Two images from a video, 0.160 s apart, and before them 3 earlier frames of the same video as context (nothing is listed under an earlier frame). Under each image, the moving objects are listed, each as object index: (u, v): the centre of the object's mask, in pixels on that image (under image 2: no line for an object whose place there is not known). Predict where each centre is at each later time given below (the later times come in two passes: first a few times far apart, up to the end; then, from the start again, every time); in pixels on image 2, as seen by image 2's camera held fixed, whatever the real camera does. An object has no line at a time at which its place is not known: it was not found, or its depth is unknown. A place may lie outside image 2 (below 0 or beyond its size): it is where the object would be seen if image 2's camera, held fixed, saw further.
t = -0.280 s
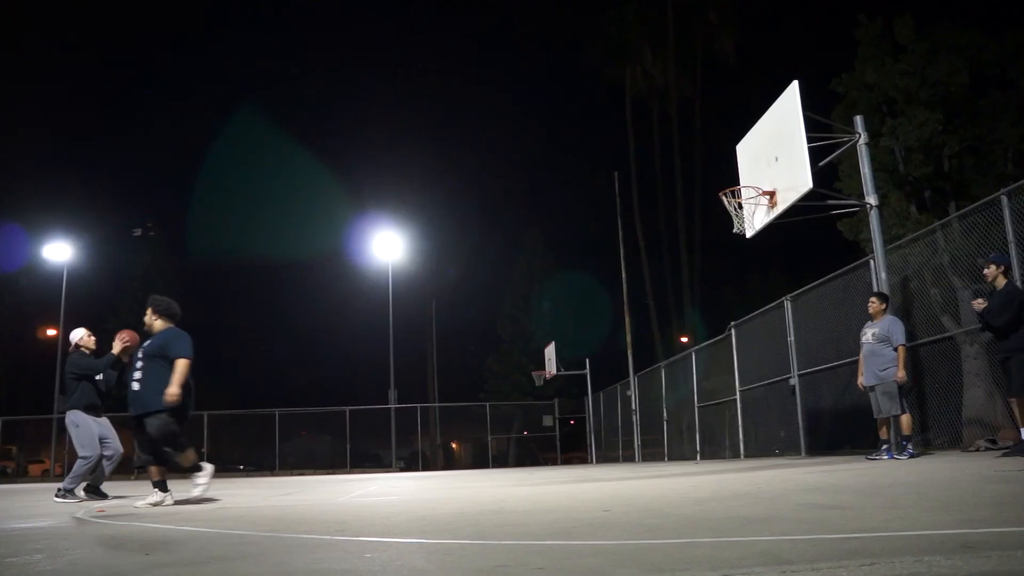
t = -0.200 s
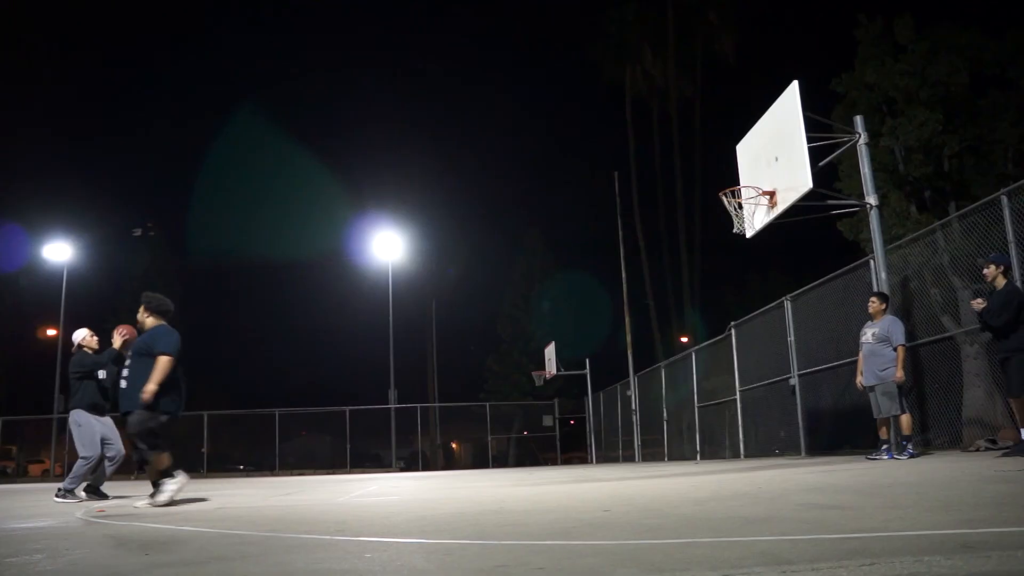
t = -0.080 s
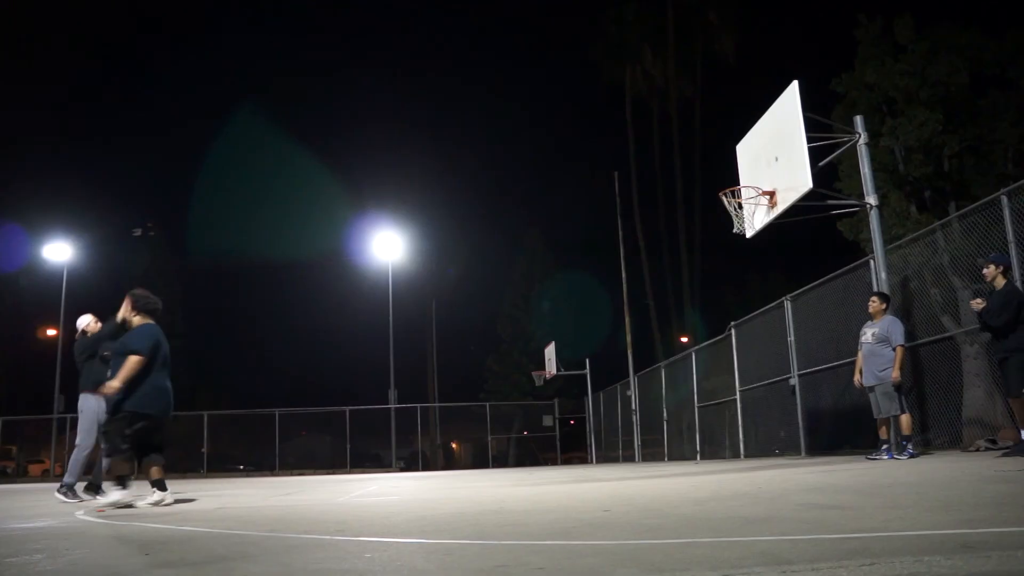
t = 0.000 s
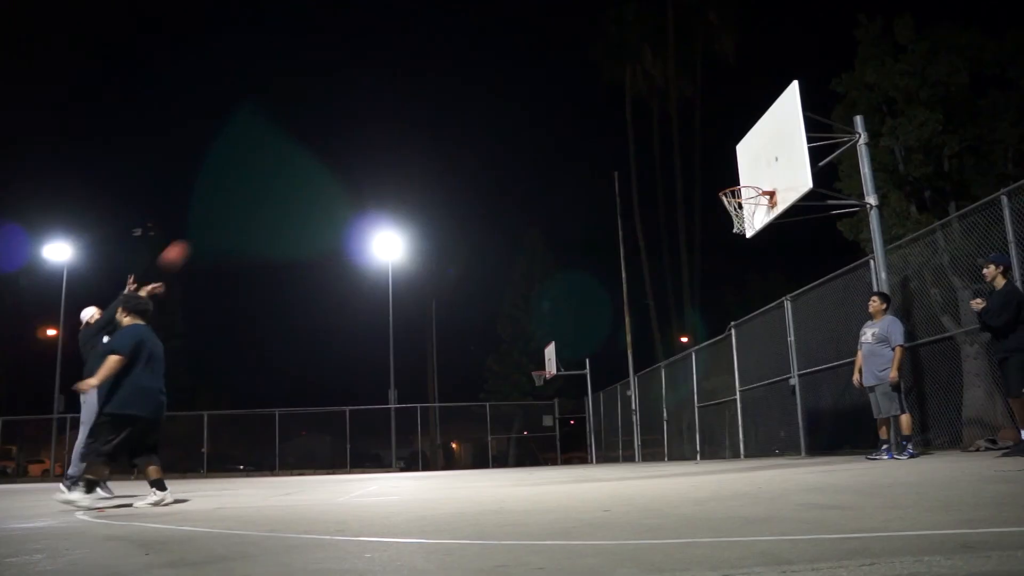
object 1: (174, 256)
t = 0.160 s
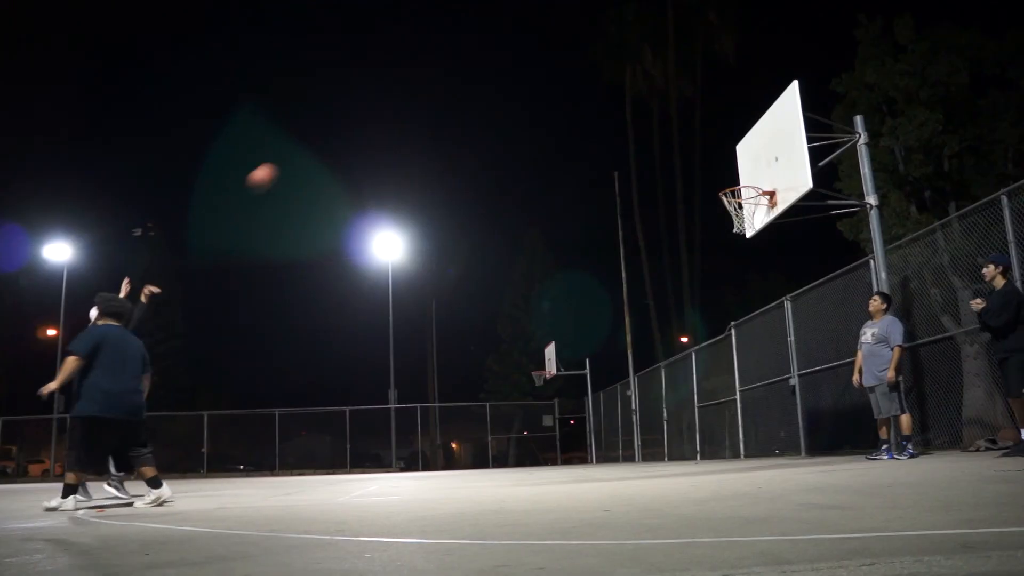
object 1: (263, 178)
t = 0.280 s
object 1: (326, 135)
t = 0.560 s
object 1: (467, 89)
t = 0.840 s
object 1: (604, 109)
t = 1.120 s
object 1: (731, 179)
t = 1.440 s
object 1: (725, 183)
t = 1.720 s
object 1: (736, 188)
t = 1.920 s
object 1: (751, 224)
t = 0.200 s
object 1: (284, 161)
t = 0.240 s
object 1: (305, 147)
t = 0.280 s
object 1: (326, 135)
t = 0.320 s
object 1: (347, 124)
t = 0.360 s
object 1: (368, 115)
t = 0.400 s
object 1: (388, 107)
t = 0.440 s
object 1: (408, 100)
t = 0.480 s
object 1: (428, 96)
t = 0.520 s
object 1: (448, 92)
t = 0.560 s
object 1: (467, 89)
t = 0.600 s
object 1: (487, 88)
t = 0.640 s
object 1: (506, 88)
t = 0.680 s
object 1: (527, 90)
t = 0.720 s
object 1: (546, 92)
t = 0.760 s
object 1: (565, 97)
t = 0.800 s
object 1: (584, 102)
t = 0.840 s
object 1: (604, 109)
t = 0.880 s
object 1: (623, 117)
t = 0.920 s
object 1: (643, 126)
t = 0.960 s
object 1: (663, 137)
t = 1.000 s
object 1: (682, 149)
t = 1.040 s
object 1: (701, 162)
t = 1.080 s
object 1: (720, 176)
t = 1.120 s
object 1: (731, 179)
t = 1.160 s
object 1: (741, 177)
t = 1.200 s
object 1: (752, 179)
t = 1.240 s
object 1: (762, 180)
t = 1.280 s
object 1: (756, 179)
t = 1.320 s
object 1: (748, 179)
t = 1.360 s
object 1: (738, 180)
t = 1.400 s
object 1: (729, 181)
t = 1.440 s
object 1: (725, 183)
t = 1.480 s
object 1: (725, 182)
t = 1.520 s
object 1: (726, 182)
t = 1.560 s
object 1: (727, 183)
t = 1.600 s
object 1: (728, 184)
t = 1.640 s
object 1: (730, 184)
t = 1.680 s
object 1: (734, 186)
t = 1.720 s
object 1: (736, 188)
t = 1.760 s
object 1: (739, 194)
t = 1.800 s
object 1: (743, 202)
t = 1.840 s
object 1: (746, 208)
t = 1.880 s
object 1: (751, 217)
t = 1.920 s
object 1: (751, 224)
